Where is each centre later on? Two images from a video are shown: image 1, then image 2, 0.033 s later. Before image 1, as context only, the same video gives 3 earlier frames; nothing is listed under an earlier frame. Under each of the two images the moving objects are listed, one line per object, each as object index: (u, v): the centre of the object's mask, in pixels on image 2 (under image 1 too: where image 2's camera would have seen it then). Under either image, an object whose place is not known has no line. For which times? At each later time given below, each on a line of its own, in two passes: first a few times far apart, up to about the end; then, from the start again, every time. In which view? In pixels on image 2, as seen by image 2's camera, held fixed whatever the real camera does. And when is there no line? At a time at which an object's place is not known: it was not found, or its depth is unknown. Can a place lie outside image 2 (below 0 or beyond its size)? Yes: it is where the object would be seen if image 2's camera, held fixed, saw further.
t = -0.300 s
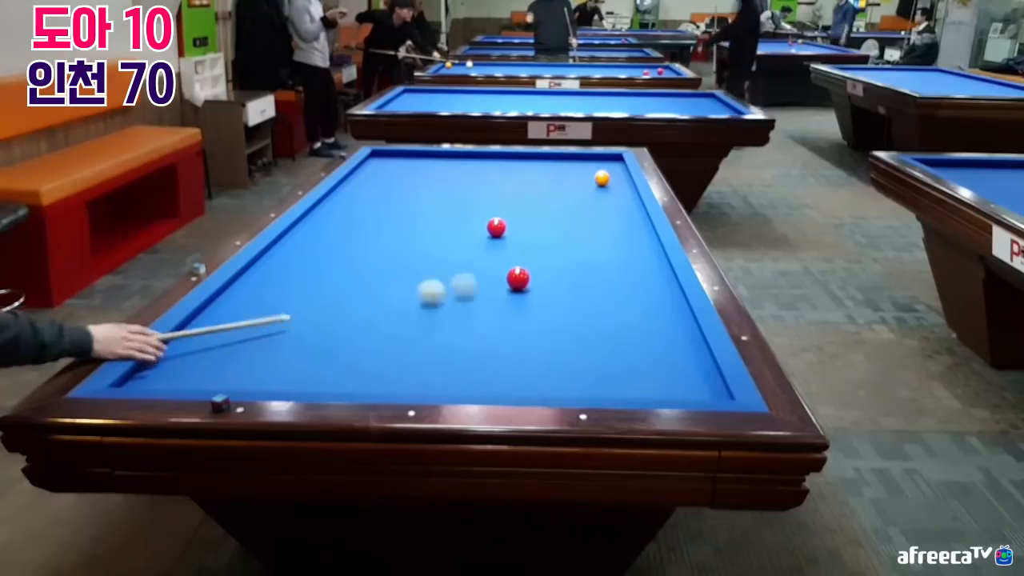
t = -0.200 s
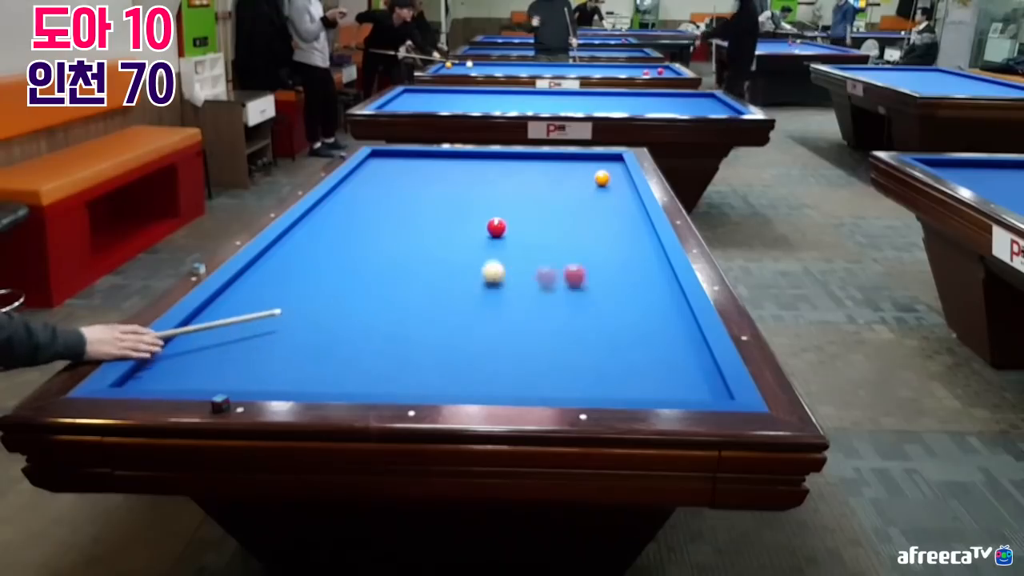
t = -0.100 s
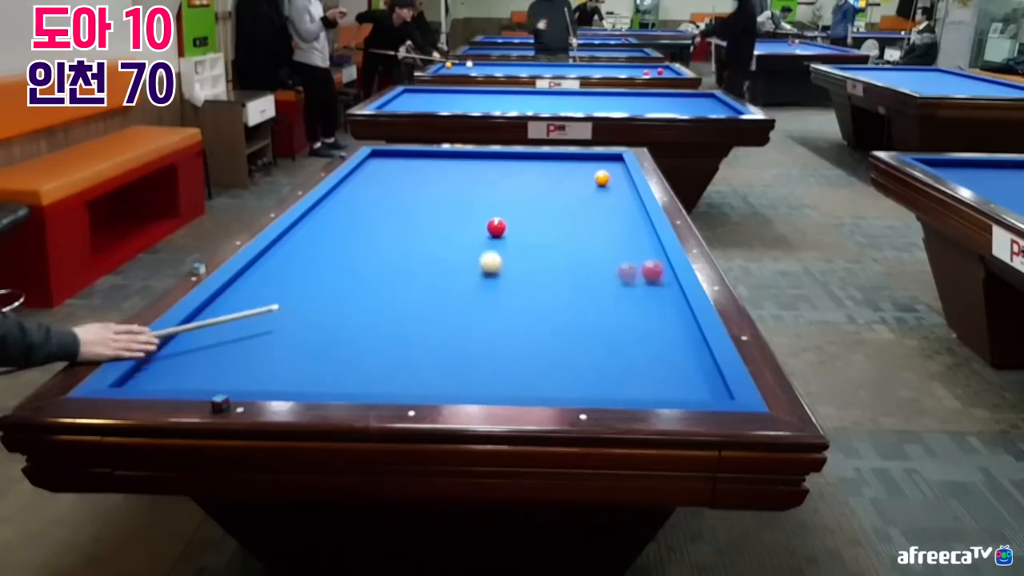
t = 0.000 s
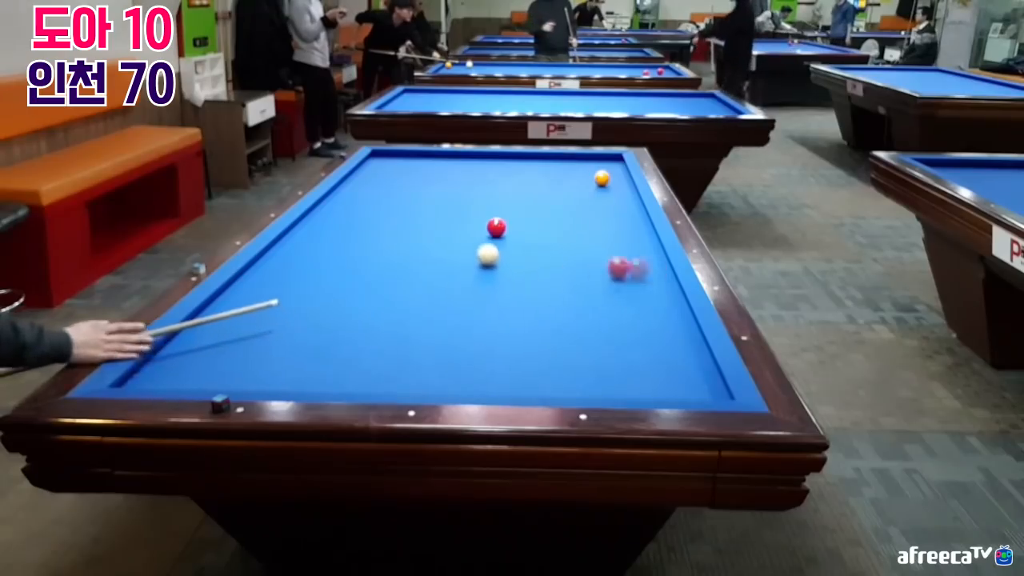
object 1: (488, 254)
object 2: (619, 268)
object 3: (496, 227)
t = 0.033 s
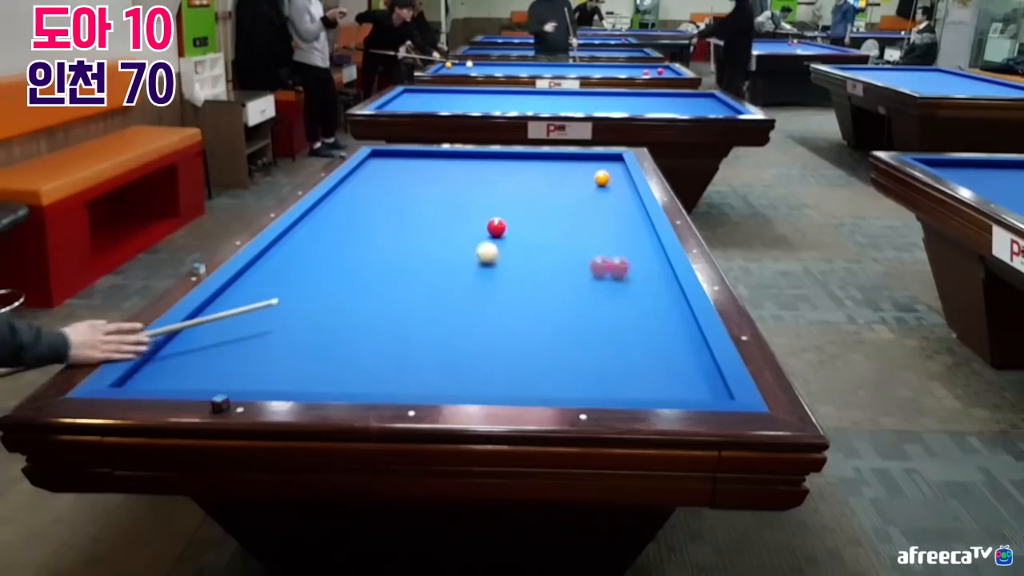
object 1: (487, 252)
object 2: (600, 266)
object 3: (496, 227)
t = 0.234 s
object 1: (482, 238)
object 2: (509, 260)
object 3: (497, 227)
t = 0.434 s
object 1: (474, 226)
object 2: (430, 254)
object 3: (501, 226)
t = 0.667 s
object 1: (454, 215)
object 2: (343, 249)
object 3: (513, 224)
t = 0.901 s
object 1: (438, 205)
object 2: (296, 244)
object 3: (524, 223)
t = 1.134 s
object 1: (422, 195)
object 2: (360, 244)
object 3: (536, 221)
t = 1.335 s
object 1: (411, 188)
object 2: (401, 244)
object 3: (544, 220)
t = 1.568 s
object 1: (398, 181)
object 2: (452, 243)
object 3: (554, 218)
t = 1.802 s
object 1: (386, 174)
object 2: (502, 243)
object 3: (562, 217)
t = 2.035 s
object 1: (375, 168)
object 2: (550, 242)
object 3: (571, 216)
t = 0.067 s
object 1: (486, 249)
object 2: (583, 265)
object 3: (496, 227)
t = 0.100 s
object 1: (485, 246)
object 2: (566, 264)
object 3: (496, 227)
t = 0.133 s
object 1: (484, 244)
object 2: (552, 263)
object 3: (496, 227)
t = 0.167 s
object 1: (484, 242)
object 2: (537, 262)
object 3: (497, 227)
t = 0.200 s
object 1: (483, 240)
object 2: (522, 261)
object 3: (497, 227)
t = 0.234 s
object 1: (482, 238)
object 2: (509, 260)
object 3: (497, 227)
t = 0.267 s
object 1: (482, 235)
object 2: (495, 259)
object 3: (497, 227)
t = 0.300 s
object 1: (481, 234)
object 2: (493, 259)
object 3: (497, 227)
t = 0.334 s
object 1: (480, 231)
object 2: (469, 257)
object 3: (497, 227)
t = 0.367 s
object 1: (479, 230)
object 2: (456, 257)
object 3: (498, 227)
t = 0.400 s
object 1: (477, 228)
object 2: (453, 256)
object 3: (499, 227)
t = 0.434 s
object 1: (474, 226)
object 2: (430, 254)
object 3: (501, 226)
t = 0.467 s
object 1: (470, 224)
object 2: (416, 253)
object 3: (503, 226)
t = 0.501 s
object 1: (468, 223)
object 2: (414, 253)
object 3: (504, 226)
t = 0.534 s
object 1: (464, 220)
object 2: (389, 251)
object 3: (507, 225)
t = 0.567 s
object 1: (462, 219)
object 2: (381, 251)
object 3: (508, 225)
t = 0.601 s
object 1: (459, 217)
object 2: (365, 250)
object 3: (510, 225)
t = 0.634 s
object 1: (457, 216)
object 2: (356, 249)
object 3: (511, 225)
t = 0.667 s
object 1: (454, 215)
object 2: (343, 249)
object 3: (513, 224)
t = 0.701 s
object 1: (452, 213)
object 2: (329, 248)
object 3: (515, 224)
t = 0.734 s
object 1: (450, 212)
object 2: (319, 247)
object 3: (517, 224)
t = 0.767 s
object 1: (447, 210)
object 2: (306, 246)
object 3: (518, 224)
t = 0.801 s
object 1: (444, 208)
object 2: (289, 244)
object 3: (520, 223)
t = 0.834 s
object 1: (442, 207)
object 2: (285, 244)
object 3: (522, 223)
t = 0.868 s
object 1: (440, 206)
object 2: (288, 243)
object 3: (523, 223)
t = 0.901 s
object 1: (438, 205)
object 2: (296, 244)
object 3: (524, 223)
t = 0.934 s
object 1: (435, 203)
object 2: (308, 244)
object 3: (526, 222)
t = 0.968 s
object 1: (433, 202)
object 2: (318, 244)
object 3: (528, 222)
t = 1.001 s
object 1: (431, 200)
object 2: (328, 244)
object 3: (530, 222)
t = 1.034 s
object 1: (428, 199)
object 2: (337, 244)
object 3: (532, 221)
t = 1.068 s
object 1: (427, 198)
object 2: (343, 244)
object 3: (533, 221)
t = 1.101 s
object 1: (424, 196)
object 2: (350, 244)
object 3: (534, 221)
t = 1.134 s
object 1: (422, 195)
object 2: (360, 244)
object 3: (536, 221)
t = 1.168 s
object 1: (420, 194)
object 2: (366, 243)
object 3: (537, 221)
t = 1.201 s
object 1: (418, 193)
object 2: (374, 244)
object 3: (539, 221)
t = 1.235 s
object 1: (416, 192)
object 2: (382, 244)
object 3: (540, 220)
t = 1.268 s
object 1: (414, 191)
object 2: (388, 244)
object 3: (541, 220)
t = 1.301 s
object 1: (412, 189)
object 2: (397, 243)
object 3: (543, 220)
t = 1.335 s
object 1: (411, 188)
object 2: (401, 244)
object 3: (544, 220)
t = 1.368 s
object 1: (409, 187)
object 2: (409, 244)
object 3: (546, 220)
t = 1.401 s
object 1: (407, 186)
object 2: (415, 243)
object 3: (547, 219)
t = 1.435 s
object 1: (405, 185)
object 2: (423, 243)
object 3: (548, 219)
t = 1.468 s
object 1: (403, 184)
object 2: (431, 243)
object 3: (550, 219)
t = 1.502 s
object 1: (401, 183)
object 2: (438, 243)
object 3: (551, 219)
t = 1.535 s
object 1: (399, 182)
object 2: (447, 243)
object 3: (553, 219)
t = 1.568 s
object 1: (398, 181)
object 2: (452, 243)
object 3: (554, 218)
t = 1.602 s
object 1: (396, 180)
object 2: (460, 243)
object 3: (555, 218)
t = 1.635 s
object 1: (394, 179)
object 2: (469, 243)
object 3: (557, 218)
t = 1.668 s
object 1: (393, 178)
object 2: (473, 243)
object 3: (558, 218)
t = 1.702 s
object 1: (391, 177)
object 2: (481, 243)
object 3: (559, 217)
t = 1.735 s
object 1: (389, 176)
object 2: (489, 243)
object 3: (560, 217)
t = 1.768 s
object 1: (387, 175)
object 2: (494, 243)
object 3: (561, 217)
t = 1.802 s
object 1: (386, 174)
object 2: (502, 243)
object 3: (562, 217)
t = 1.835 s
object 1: (385, 173)
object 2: (508, 243)
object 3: (563, 217)
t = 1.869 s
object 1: (383, 172)
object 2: (515, 243)
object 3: (565, 217)
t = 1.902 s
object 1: (381, 171)
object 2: (522, 243)
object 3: (566, 216)
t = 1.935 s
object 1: (380, 171)
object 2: (528, 243)
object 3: (567, 216)
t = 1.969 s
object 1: (378, 170)
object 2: (535, 243)
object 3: (568, 216)
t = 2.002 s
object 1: (376, 169)
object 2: (543, 242)
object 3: (569, 216)
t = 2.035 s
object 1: (375, 168)
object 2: (550, 242)
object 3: (571, 216)
